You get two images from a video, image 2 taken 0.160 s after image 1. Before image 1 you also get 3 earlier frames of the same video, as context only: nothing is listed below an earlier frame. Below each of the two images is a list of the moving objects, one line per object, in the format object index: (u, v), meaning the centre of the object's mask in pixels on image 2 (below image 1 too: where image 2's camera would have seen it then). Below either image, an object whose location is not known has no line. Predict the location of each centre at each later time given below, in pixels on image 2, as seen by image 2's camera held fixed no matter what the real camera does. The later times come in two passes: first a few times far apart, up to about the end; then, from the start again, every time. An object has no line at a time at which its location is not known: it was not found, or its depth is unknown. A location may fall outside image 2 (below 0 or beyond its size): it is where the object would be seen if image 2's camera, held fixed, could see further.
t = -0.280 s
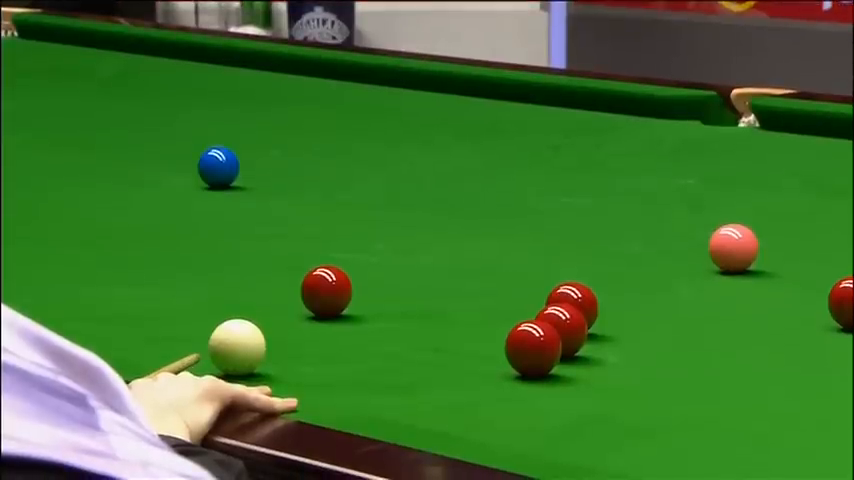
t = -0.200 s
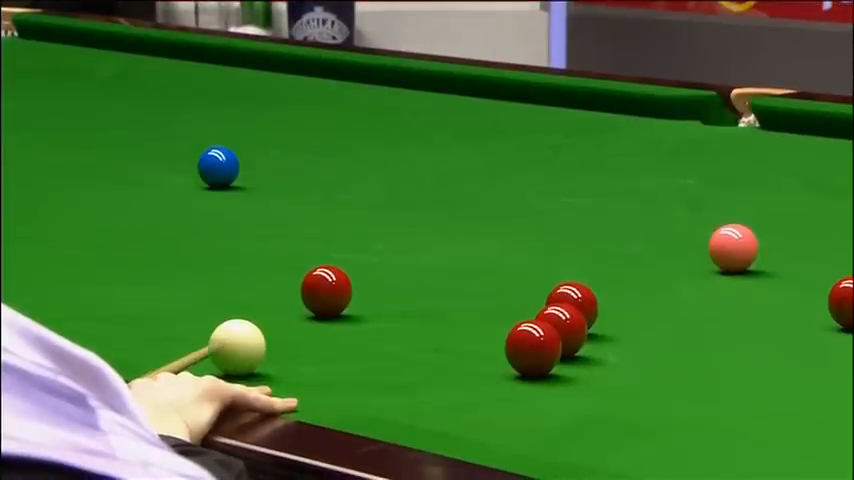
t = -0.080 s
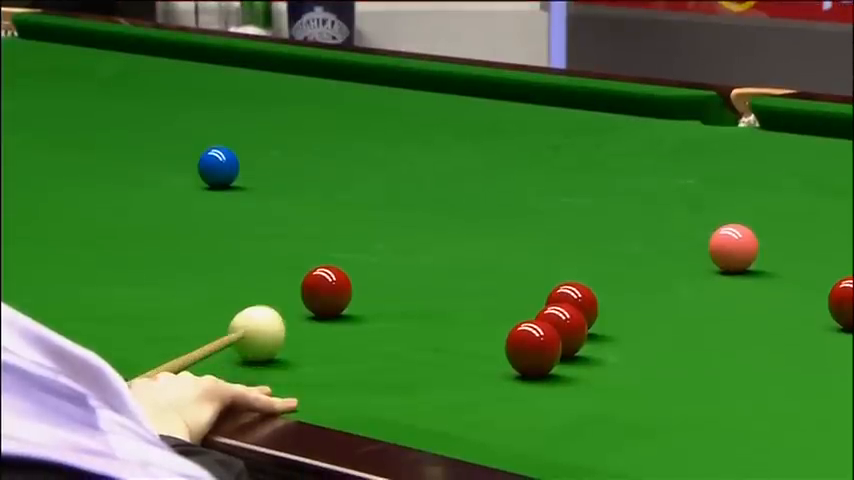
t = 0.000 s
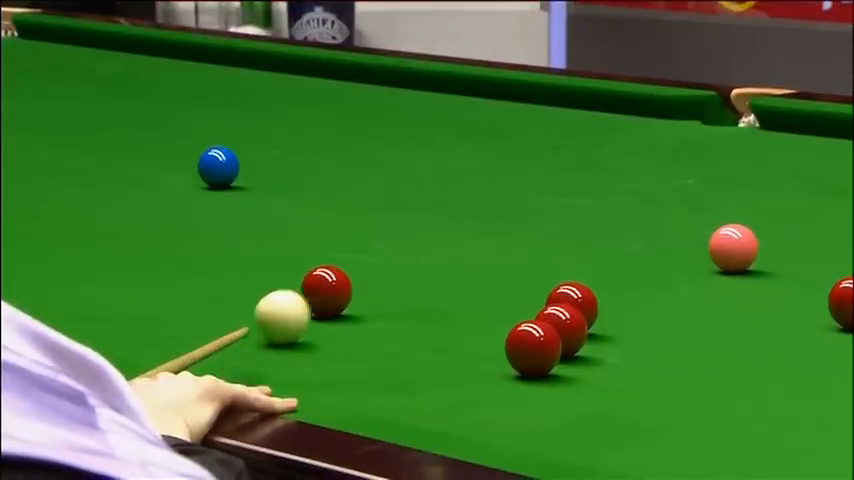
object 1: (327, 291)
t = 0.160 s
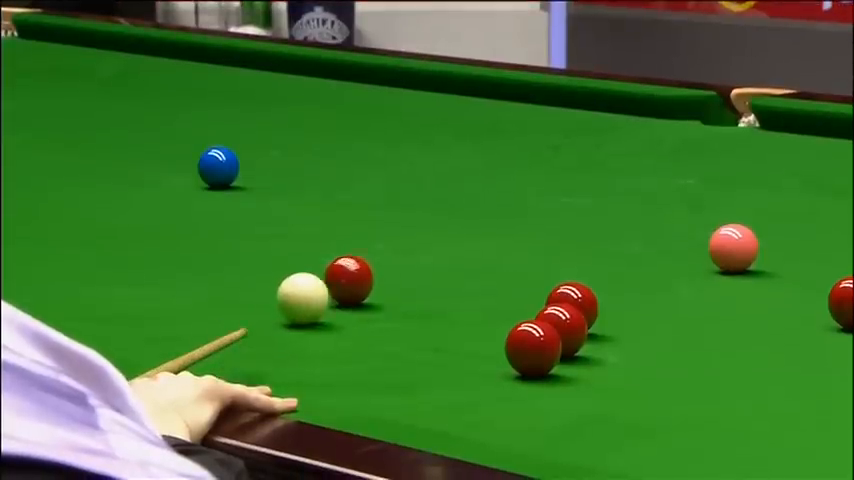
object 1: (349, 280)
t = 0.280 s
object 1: (377, 266)
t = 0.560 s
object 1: (431, 240)
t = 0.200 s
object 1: (359, 274)
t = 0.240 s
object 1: (369, 270)
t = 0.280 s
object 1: (377, 266)
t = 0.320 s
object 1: (385, 262)
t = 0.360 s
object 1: (393, 258)
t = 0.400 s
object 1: (401, 254)
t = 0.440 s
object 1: (409, 251)
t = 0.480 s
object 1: (416, 247)
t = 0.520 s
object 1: (424, 243)
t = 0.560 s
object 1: (431, 240)
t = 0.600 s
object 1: (438, 237)
